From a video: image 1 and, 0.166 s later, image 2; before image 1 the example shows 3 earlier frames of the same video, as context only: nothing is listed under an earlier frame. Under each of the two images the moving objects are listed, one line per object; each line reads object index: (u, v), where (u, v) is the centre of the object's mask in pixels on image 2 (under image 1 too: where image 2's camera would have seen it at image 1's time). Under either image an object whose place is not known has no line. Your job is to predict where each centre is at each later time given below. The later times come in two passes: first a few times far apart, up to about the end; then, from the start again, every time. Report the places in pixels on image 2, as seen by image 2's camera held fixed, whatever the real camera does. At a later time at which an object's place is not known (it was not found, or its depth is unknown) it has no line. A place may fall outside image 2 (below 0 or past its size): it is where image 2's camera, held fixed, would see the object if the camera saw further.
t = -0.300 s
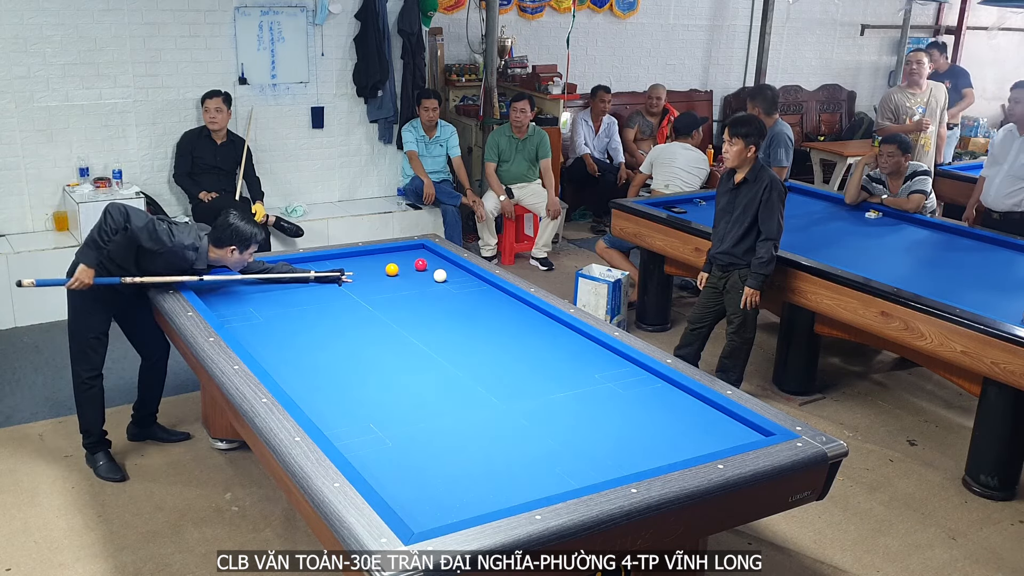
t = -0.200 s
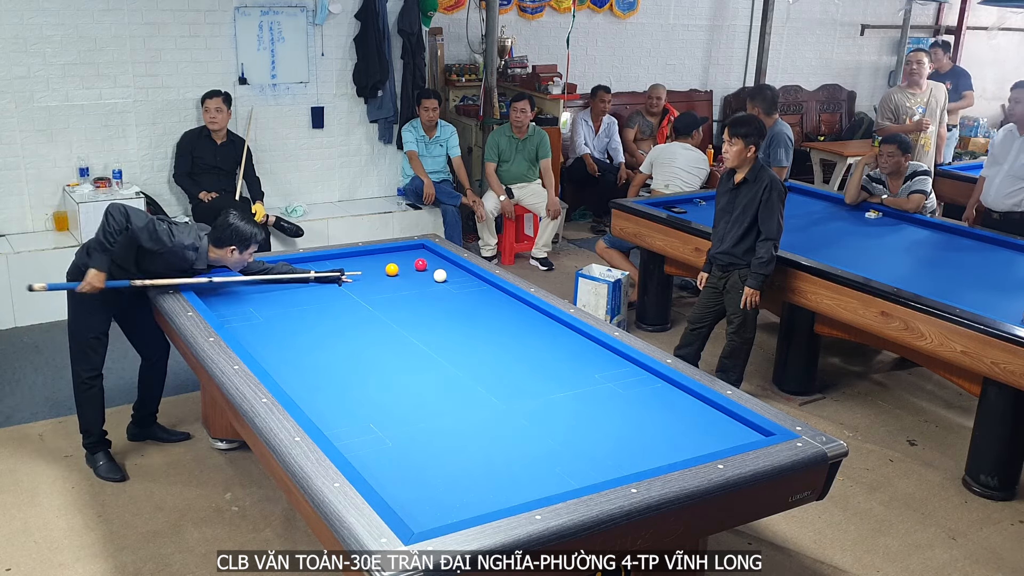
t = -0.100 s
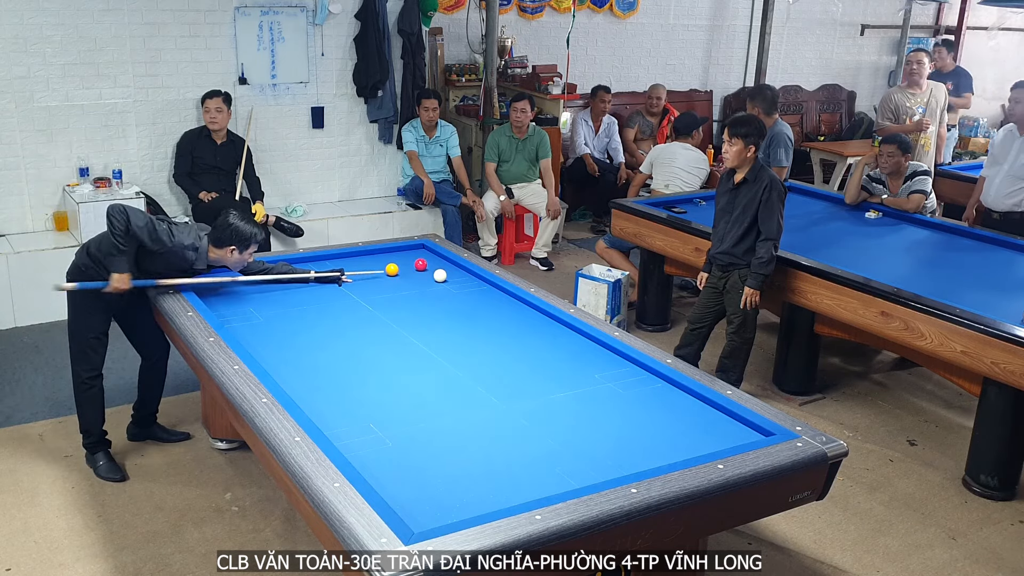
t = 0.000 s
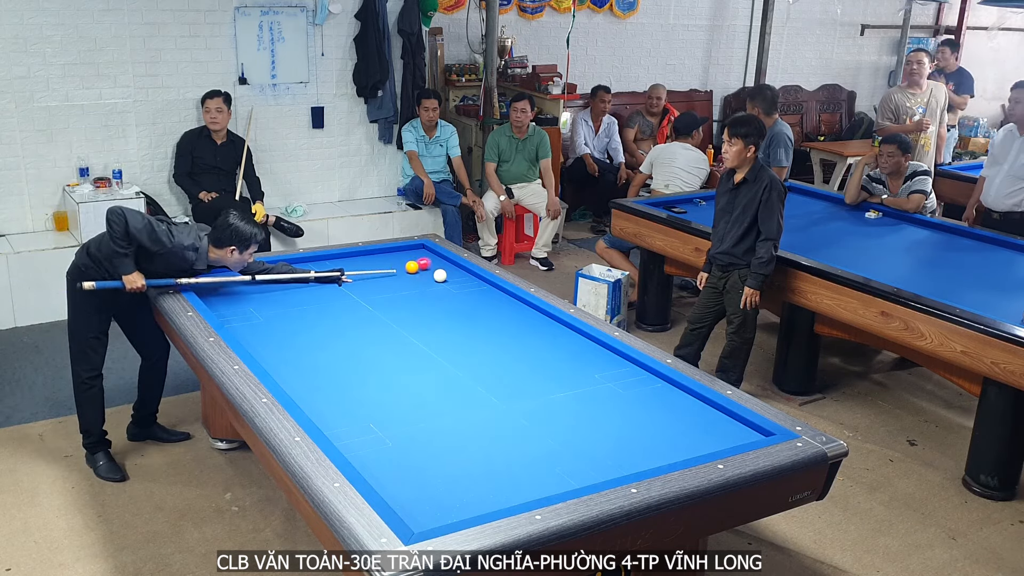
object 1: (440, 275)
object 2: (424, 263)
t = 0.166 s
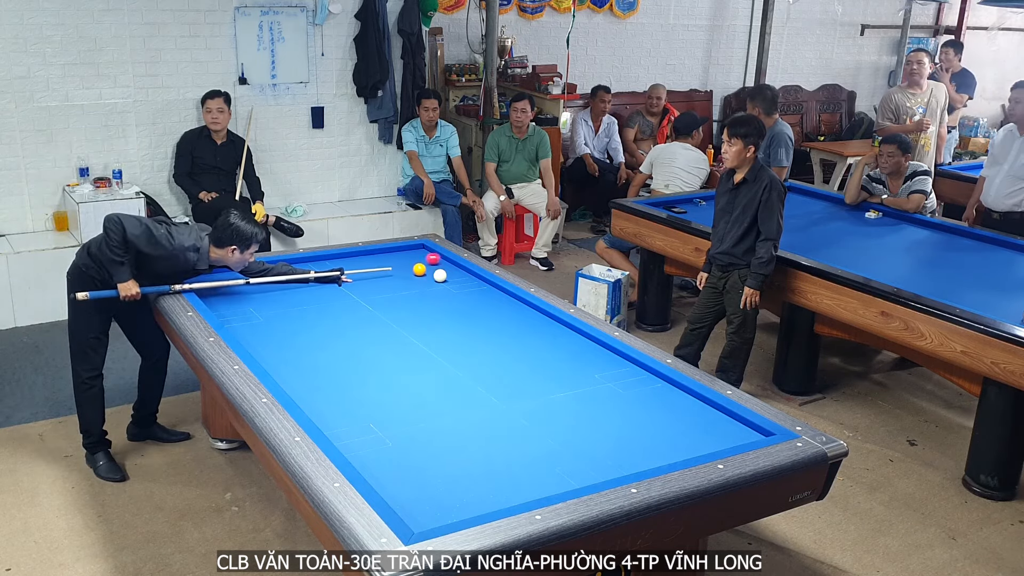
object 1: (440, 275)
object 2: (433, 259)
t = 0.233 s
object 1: (440, 275)
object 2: (421, 259)
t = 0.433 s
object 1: (440, 275)
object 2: (391, 260)
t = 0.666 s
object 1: (448, 277)
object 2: (357, 261)
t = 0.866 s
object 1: (454, 278)
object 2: (328, 262)
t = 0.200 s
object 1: (440, 275)
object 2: (427, 259)
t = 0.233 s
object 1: (440, 275)
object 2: (421, 259)
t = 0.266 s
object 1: (440, 275)
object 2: (416, 259)
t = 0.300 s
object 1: (440, 275)
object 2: (411, 259)
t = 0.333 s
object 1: (440, 275)
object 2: (406, 260)
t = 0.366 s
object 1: (440, 275)
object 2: (401, 260)
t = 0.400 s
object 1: (440, 275)
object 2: (396, 260)
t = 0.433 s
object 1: (440, 275)
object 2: (391, 260)
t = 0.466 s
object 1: (442, 276)
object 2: (386, 260)
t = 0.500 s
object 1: (443, 276)
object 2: (381, 260)
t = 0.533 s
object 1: (444, 276)
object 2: (377, 261)
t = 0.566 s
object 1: (445, 276)
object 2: (372, 261)
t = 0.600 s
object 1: (446, 276)
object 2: (367, 261)
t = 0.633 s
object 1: (447, 277)
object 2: (362, 261)
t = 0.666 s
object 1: (448, 277)
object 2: (357, 261)
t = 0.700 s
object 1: (449, 277)
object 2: (352, 261)
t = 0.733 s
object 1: (450, 277)
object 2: (347, 261)
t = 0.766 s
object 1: (451, 277)
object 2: (342, 261)
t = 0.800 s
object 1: (452, 278)
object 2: (337, 261)
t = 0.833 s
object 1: (453, 278)
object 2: (332, 262)
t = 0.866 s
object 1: (454, 278)
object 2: (328, 262)
